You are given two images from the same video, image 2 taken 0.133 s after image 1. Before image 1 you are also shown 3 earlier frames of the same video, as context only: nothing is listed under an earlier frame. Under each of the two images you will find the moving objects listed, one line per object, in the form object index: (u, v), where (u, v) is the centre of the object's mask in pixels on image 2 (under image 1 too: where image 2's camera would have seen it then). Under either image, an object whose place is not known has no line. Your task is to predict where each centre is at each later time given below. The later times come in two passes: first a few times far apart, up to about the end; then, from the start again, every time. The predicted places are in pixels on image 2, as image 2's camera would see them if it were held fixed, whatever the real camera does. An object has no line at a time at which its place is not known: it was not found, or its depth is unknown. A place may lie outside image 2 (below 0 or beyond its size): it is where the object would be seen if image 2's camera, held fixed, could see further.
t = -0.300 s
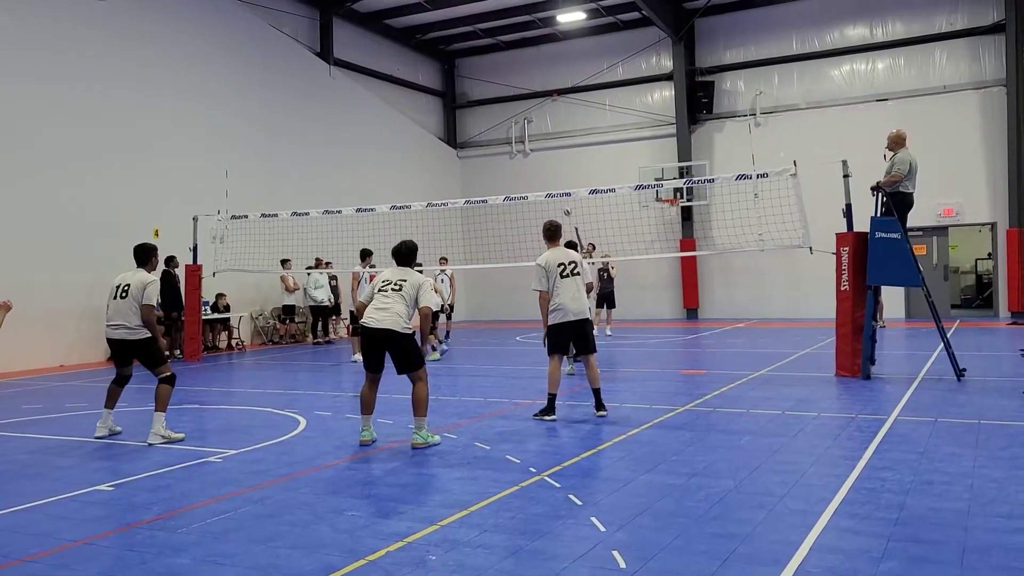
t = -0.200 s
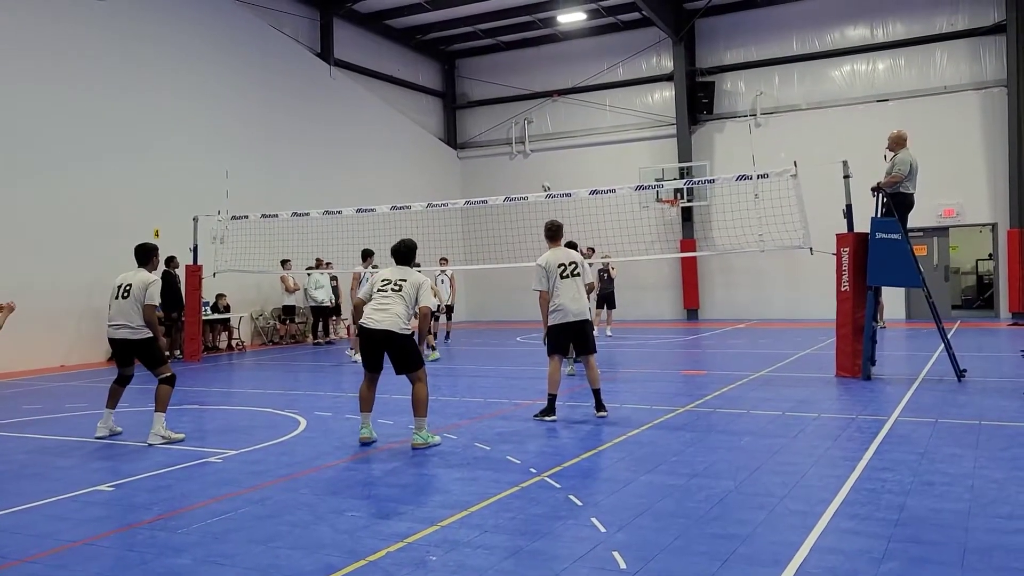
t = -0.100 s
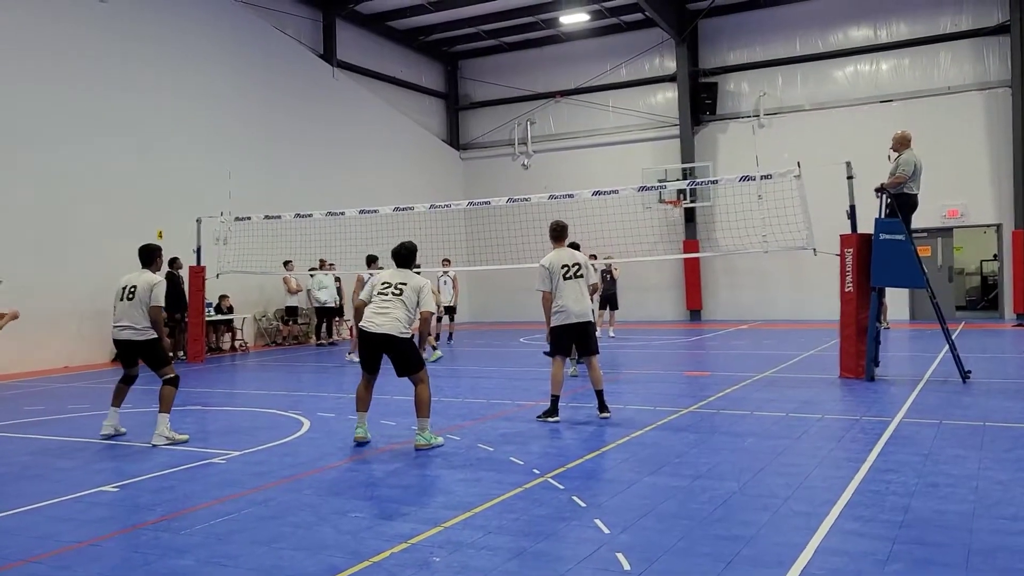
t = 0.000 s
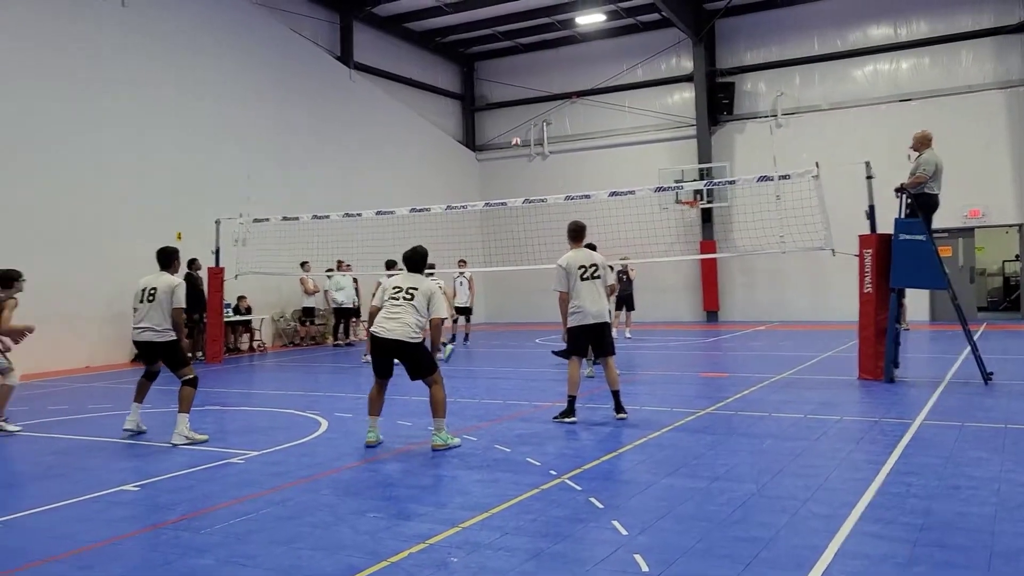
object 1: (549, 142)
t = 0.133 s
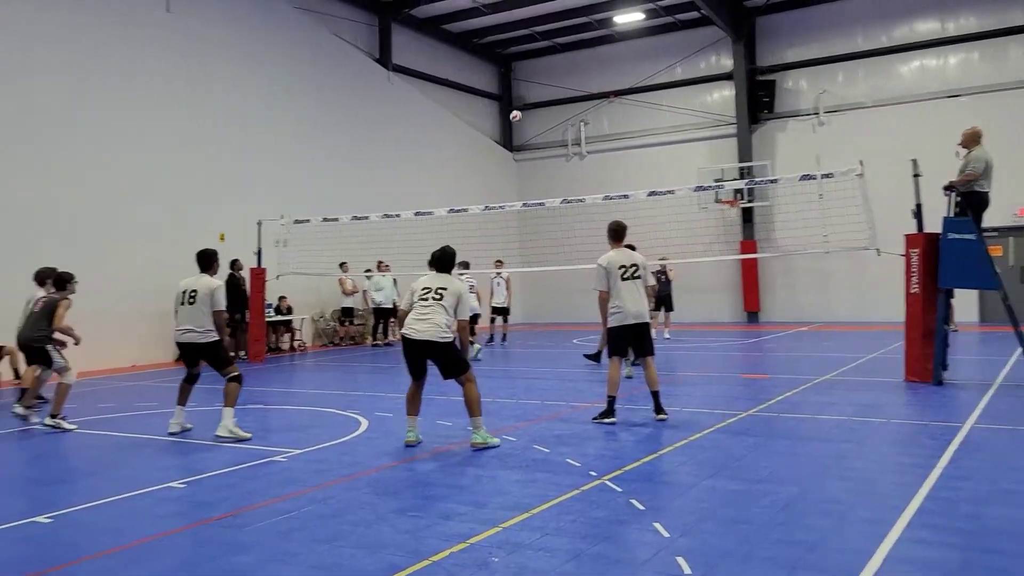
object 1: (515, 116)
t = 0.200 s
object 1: (498, 105)
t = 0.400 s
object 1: (428, 86)
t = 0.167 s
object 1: (506, 111)
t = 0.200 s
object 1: (498, 105)
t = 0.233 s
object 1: (487, 100)
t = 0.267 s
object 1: (476, 96)
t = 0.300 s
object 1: (465, 93)
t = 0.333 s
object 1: (454, 90)
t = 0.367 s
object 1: (441, 87)
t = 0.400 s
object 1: (428, 86)
